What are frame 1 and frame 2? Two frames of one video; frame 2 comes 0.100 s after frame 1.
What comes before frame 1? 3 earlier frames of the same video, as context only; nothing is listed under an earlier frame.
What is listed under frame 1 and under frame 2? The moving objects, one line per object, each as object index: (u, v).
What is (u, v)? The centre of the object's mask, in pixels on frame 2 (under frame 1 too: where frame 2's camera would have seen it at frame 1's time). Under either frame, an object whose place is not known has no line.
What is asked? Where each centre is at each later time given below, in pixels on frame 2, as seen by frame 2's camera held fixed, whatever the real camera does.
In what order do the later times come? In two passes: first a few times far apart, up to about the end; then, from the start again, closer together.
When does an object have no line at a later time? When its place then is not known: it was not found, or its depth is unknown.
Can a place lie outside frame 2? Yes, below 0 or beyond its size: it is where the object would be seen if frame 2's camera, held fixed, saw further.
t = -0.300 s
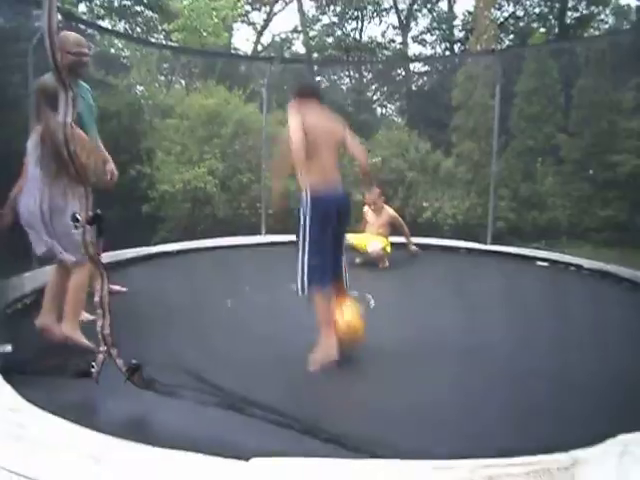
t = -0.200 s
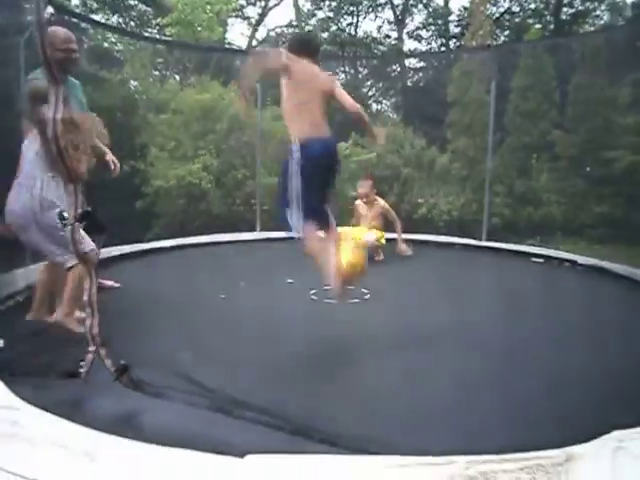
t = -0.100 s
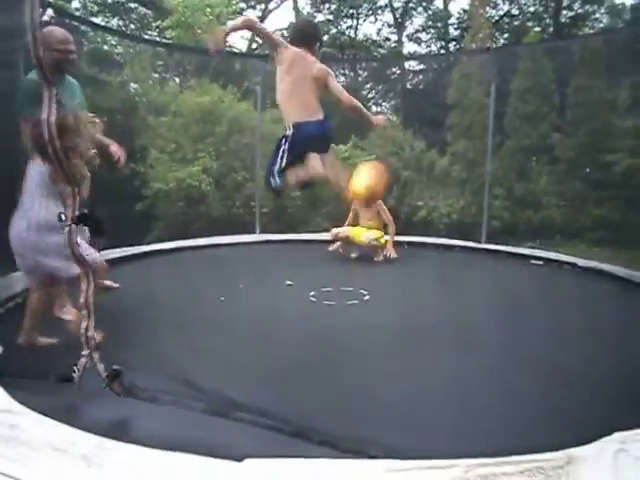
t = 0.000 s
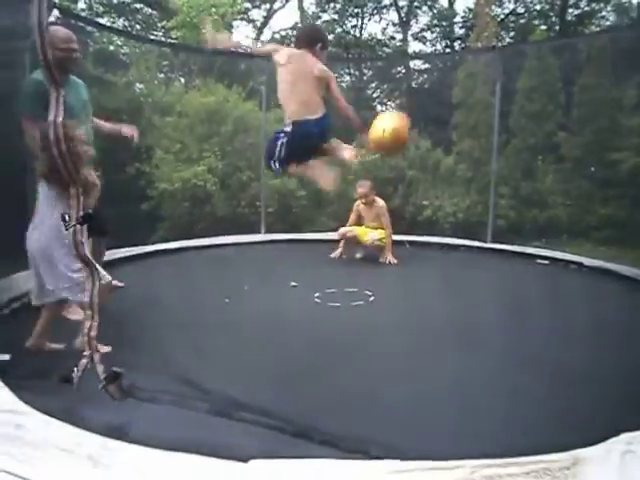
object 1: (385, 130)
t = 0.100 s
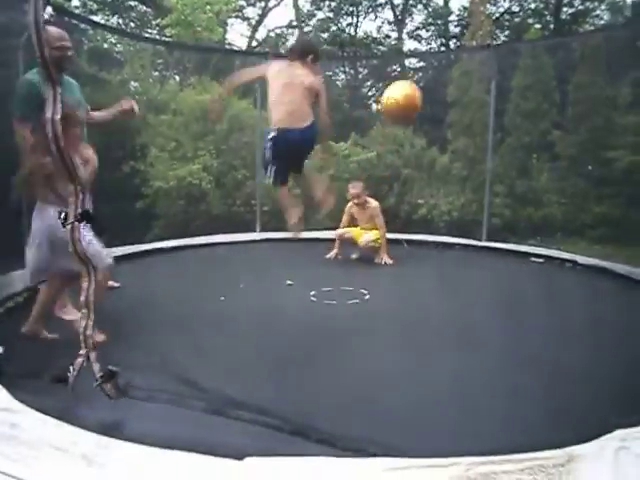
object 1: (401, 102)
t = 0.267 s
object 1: (425, 100)
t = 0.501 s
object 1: (452, 182)
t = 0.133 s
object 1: (406, 96)
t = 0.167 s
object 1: (410, 93)
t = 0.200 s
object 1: (415, 93)
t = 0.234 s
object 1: (420, 95)
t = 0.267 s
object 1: (425, 100)
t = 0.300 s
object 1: (429, 106)
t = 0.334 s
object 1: (433, 114)
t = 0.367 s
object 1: (438, 123)
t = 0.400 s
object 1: (441, 135)
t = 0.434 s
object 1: (445, 149)
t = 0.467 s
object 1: (448, 165)
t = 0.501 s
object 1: (452, 182)
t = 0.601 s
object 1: (460, 242)
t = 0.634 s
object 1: (462, 266)
